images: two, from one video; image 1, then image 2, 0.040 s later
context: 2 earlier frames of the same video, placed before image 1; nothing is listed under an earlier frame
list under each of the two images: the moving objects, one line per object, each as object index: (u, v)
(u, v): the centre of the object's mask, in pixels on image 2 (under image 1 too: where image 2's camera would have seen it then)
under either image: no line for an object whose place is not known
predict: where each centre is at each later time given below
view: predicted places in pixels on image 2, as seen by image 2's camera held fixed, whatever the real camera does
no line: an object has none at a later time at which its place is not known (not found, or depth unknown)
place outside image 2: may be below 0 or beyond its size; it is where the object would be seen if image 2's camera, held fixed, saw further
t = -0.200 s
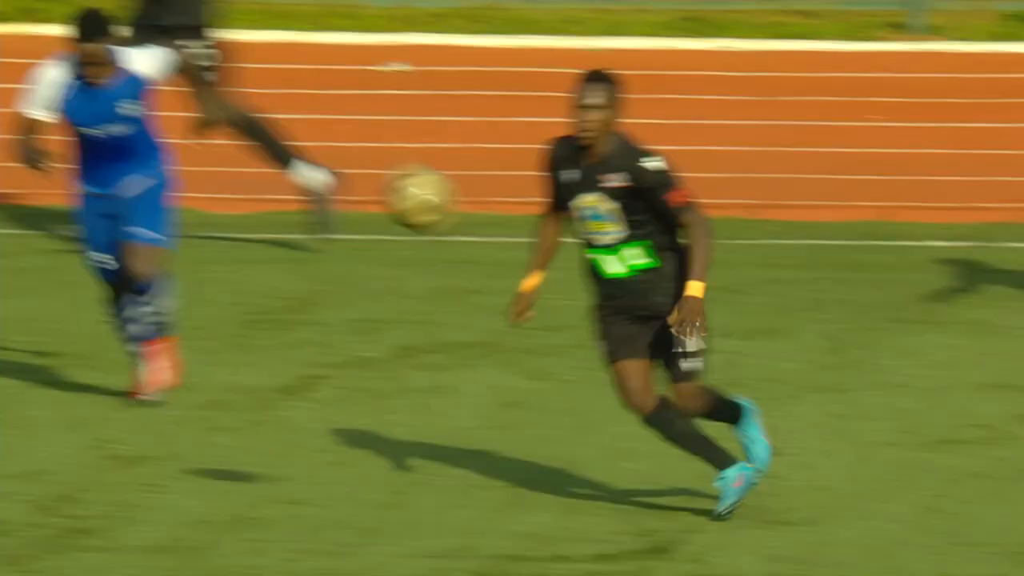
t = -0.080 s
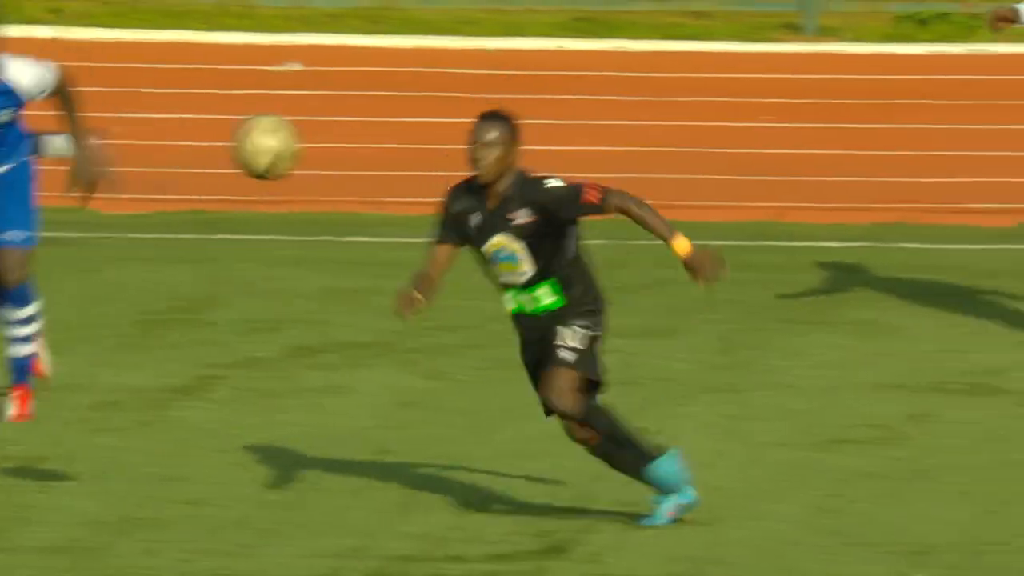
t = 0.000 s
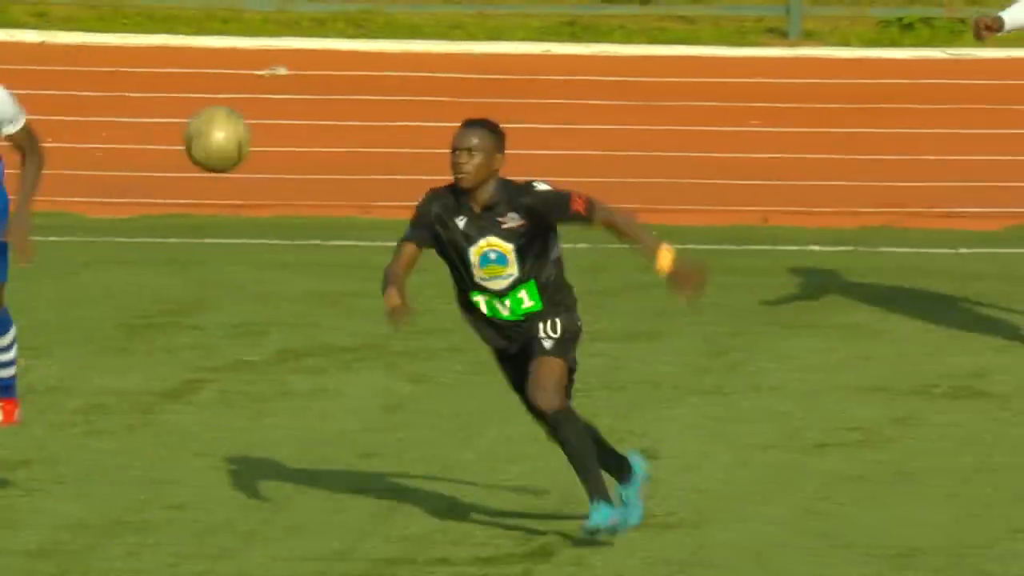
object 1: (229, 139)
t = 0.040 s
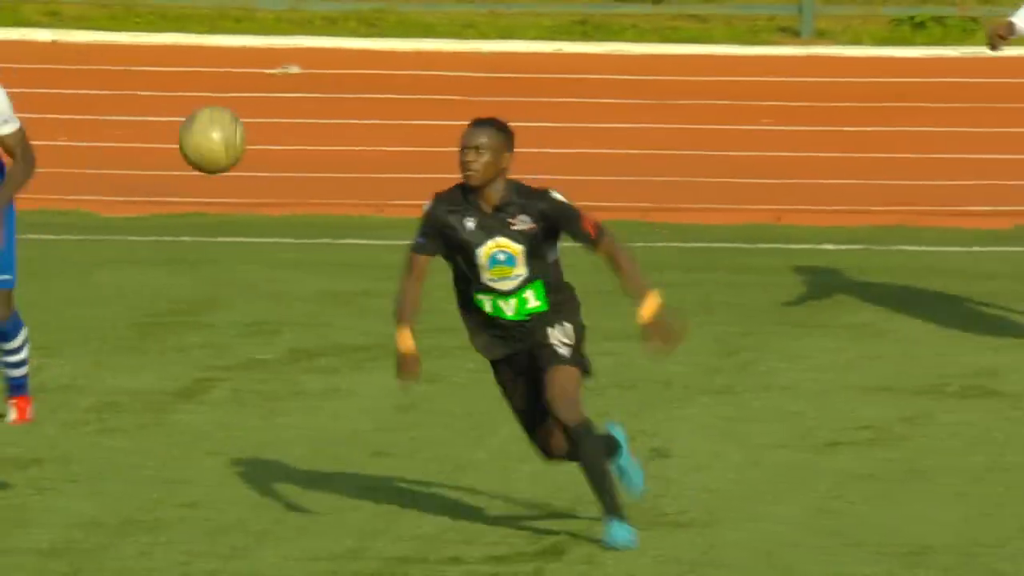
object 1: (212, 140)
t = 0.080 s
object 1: (194, 146)
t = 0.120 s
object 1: (176, 158)
